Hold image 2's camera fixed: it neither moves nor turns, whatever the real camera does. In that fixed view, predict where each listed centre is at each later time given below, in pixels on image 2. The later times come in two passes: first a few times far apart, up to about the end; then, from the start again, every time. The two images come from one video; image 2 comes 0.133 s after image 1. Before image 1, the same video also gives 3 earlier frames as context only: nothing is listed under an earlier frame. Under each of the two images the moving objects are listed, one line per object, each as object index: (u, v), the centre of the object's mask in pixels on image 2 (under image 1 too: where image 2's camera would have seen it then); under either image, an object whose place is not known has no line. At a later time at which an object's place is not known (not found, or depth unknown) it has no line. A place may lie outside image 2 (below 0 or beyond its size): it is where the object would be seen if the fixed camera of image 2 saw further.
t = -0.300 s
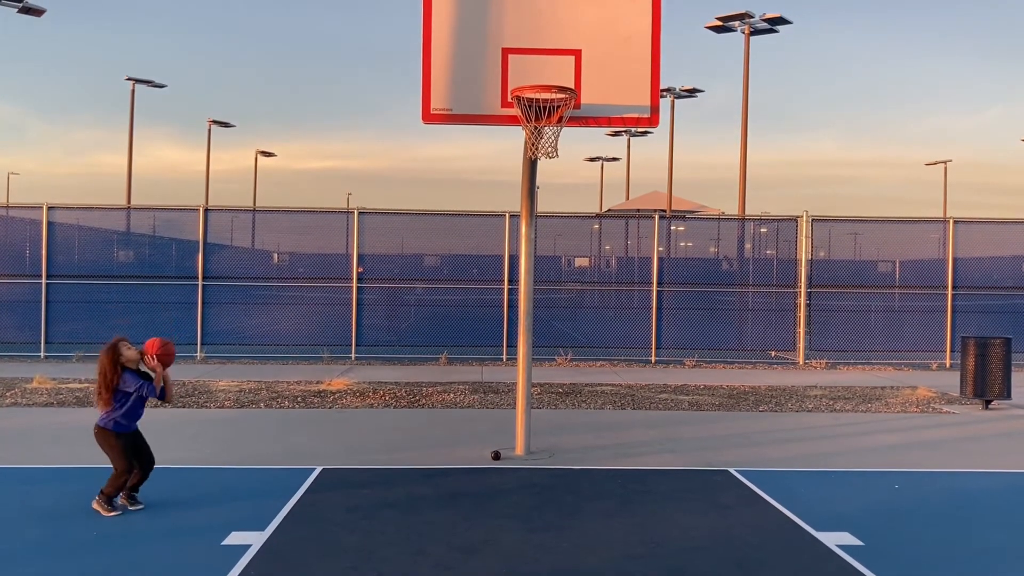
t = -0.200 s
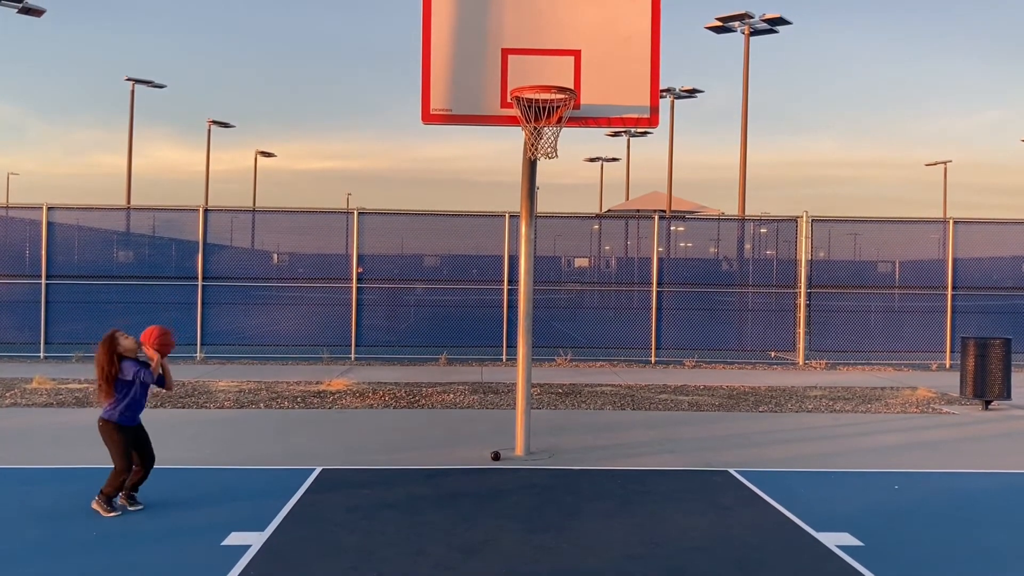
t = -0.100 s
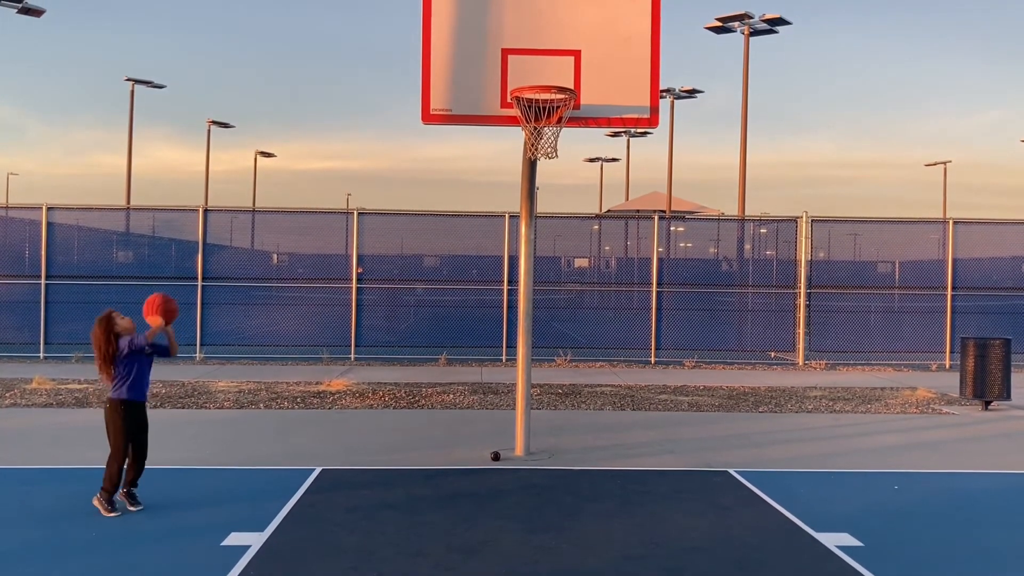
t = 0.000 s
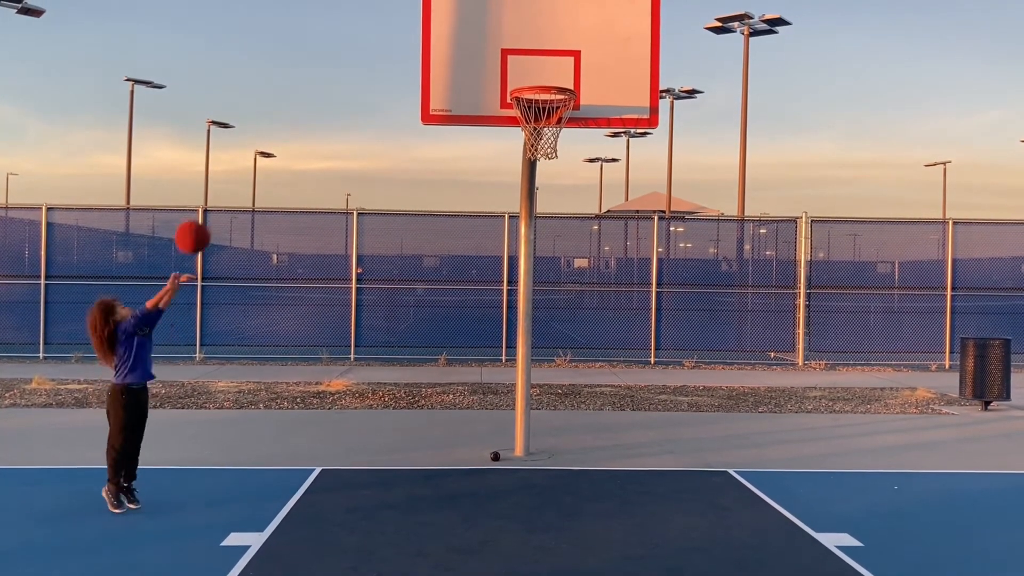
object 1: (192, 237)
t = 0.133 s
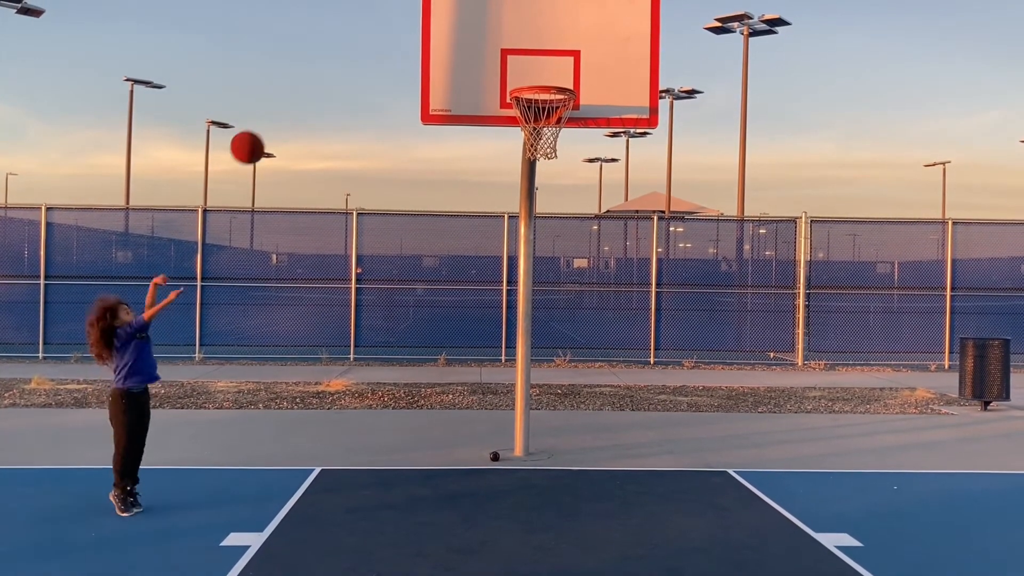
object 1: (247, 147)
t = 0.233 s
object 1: (288, 97)
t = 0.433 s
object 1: (366, 39)
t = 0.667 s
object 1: (454, 41)
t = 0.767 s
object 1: (490, 64)
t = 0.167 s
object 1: (261, 129)
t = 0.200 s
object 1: (274, 112)
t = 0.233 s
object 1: (288, 97)
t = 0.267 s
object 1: (301, 84)
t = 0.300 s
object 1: (314, 72)
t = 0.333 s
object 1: (327, 61)
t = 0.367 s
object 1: (340, 52)
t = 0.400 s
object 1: (353, 45)
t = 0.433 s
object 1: (366, 39)
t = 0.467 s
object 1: (379, 35)
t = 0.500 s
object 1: (391, 32)
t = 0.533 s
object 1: (404, 31)
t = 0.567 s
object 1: (416, 31)
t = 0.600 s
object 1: (429, 33)
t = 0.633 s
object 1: (443, 36)
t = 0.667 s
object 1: (454, 41)
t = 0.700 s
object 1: (466, 47)
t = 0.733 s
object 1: (478, 55)
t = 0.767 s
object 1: (490, 64)
